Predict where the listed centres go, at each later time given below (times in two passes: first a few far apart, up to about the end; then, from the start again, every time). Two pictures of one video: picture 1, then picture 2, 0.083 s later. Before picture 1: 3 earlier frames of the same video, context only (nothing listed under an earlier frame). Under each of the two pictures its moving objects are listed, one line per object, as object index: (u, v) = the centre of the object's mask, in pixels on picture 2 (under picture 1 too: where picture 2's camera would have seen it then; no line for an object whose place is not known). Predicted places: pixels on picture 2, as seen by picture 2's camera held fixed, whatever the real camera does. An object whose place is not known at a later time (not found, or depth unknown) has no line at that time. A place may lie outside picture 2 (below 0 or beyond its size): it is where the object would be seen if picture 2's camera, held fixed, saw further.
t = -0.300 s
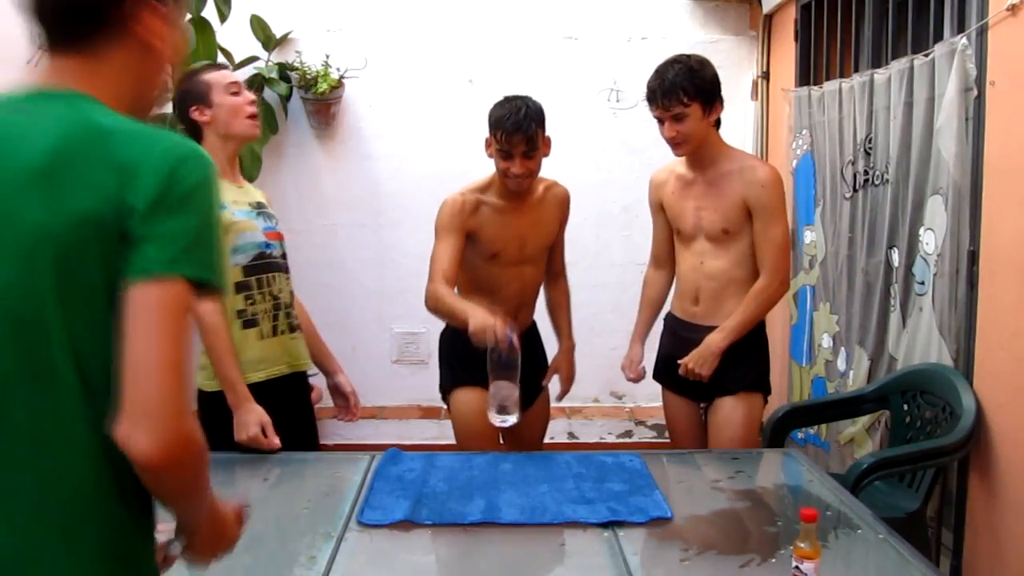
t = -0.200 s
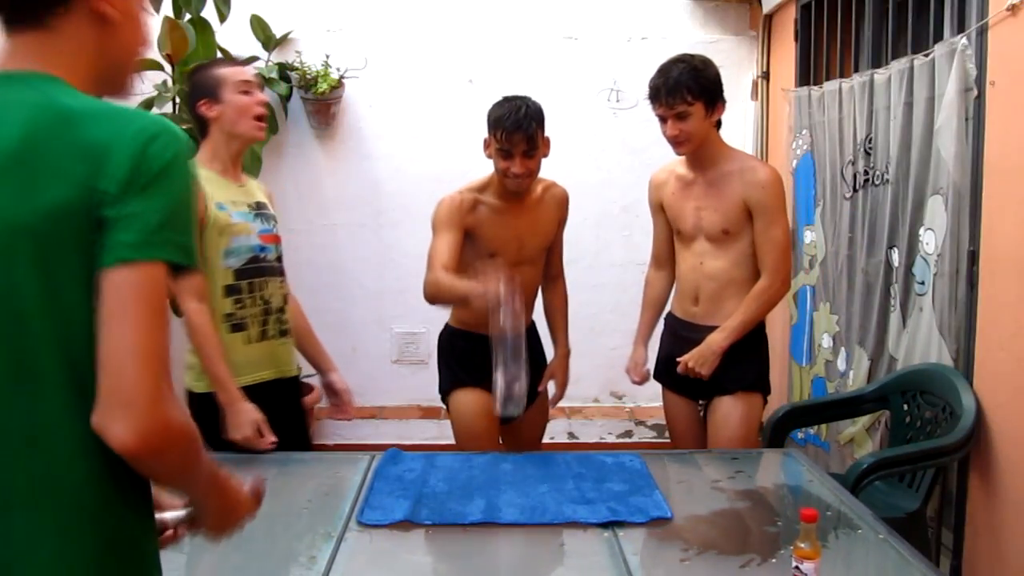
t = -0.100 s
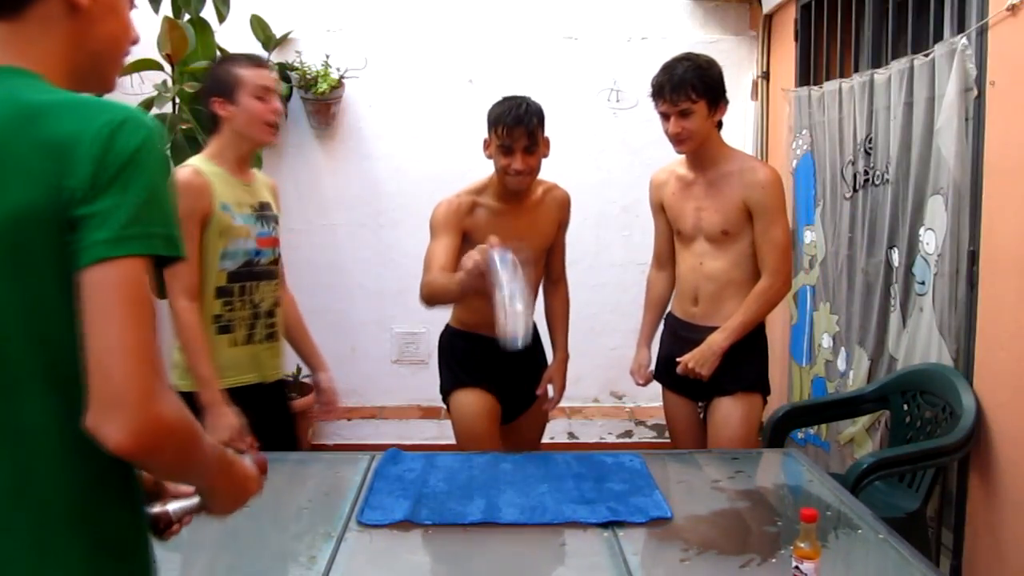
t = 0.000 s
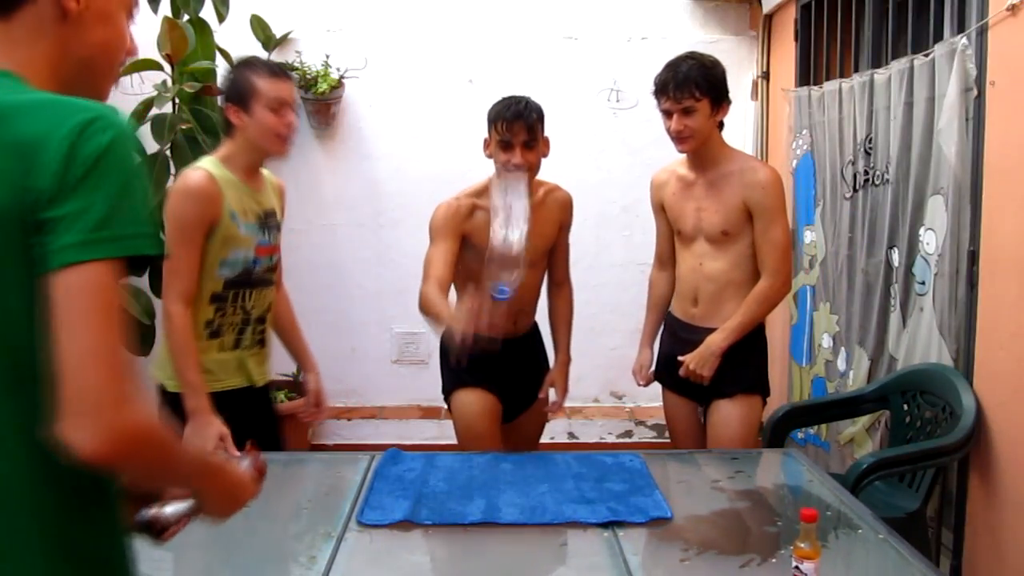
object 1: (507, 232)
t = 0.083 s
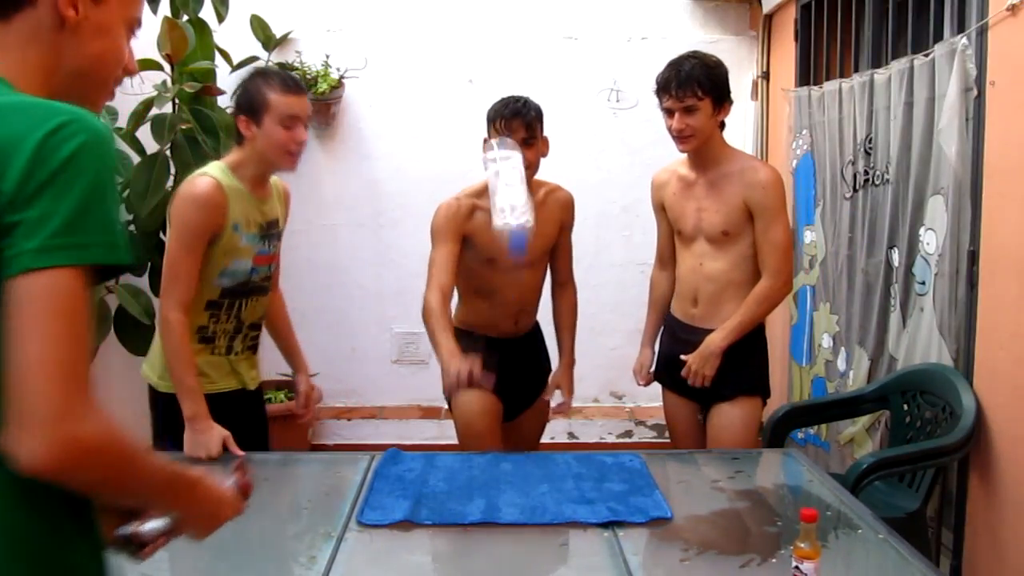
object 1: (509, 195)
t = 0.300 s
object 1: (500, 258)
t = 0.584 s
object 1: (498, 473)
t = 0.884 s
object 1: (506, 503)
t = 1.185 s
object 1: (518, 504)
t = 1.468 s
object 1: (530, 504)
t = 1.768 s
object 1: (533, 504)
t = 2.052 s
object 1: (533, 505)
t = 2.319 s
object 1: (533, 505)
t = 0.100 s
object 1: (508, 192)
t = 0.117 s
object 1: (508, 183)
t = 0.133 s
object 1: (508, 182)
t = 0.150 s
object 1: (507, 180)
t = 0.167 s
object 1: (506, 180)
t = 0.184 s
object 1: (505, 184)
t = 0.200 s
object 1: (503, 189)
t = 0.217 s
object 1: (506, 196)
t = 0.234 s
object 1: (502, 211)
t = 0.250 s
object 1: (503, 215)
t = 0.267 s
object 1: (501, 230)
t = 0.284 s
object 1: (501, 239)
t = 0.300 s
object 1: (500, 258)
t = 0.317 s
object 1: (500, 270)
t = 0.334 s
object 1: (500, 292)
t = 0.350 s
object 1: (500, 305)
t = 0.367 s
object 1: (500, 323)
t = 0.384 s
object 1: (499, 344)
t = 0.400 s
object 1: (499, 366)
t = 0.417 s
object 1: (499, 389)
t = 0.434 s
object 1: (498, 413)
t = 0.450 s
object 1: (498, 436)
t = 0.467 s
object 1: (499, 438)
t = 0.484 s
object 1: (499, 447)
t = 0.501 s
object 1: (499, 448)
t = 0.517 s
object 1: (499, 452)
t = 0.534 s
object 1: (499, 452)
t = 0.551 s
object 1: (498, 459)
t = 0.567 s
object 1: (499, 461)
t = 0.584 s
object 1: (498, 473)
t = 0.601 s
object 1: (498, 486)
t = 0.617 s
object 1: (498, 492)
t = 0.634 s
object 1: (498, 499)
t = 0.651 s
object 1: (498, 499)
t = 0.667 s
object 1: (499, 501)
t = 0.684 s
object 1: (499, 502)
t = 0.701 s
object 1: (499, 502)
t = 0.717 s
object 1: (499, 503)
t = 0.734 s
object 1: (499, 502)
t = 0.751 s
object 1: (499, 503)
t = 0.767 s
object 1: (500, 503)
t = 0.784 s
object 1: (501, 503)
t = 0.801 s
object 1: (502, 503)
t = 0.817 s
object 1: (502, 503)
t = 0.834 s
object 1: (503, 503)
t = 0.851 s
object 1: (504, 503)
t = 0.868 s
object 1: (505, 504)
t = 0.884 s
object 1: (506, 503)
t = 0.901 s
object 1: (507, 504)
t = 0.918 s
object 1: (507, 504)
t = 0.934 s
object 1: (508, 504)
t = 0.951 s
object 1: (509, 503)
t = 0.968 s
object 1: (509, 504)
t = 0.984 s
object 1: (510, 504)
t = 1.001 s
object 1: (511, 504)
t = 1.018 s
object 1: (511, 503)
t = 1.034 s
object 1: (512, 504)
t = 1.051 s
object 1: (513, 503)
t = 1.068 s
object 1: (513, 504)
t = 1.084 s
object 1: (514, 504)
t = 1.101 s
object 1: (515, 504)
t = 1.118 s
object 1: (515, 503)
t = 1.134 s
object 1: (516, 504)
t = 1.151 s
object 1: (517, 504)
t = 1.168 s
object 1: (518, 504)
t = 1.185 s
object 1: (518, 504)
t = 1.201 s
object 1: (519, 504)
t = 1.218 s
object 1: (519, 504)
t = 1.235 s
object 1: (520, 504)
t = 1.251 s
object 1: (521, 504)
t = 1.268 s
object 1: (522, 504)
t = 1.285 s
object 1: (522, 504)
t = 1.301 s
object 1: (523, 504)
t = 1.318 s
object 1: (524, 504)
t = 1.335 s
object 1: (525, 504)
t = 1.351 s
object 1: (526, 504)
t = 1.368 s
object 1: (526, 504)
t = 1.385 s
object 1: (527, 504)
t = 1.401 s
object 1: (528, 504)
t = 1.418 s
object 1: (528, 504)
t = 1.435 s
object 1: (529, 504)
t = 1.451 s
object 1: (529, 504)
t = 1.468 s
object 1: (530, 504)
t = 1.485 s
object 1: (530, 504)
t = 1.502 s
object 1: (530, 504)
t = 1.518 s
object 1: (531, 504)
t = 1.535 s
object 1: (531, 504)
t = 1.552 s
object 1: (532, 504)
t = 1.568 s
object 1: (532, 504)
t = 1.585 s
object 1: (532, 504)
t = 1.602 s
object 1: (533, 505)
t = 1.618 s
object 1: (533, 505)
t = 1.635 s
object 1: (533, 504)
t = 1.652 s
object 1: (533, 504)
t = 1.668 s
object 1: (533, 505)
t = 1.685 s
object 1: (533, 504)
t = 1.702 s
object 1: (533, 504)
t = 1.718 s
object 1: (533, 504)
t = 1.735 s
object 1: (533, 504)
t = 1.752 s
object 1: (533, 504)
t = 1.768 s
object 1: (533, 504)
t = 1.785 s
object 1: (533, 504)
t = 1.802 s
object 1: (533, 504)
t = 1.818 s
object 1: (533, 504)
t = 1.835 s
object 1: (533, 504)
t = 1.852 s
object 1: (533, 504)
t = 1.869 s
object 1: (533, 504)
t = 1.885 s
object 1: (533, 504)
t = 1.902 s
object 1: (533, 504)
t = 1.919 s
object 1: (533, 505)
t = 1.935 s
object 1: (533, 505)
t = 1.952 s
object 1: (533, 505)
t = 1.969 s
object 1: (533, 505)
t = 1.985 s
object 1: (533, 505)
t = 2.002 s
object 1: (533, 505)
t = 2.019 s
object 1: (533, 505)
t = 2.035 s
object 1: (533, 505)
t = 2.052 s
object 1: (533, 505)
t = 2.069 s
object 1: (533, 505)
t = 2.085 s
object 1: (533, 505)
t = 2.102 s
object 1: (533, 505)
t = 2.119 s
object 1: (533, 505)
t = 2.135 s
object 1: (533, 505)
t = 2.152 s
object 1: (533, 505)
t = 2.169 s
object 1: (533, 505)
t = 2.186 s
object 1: (533, 505)
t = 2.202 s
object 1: (533, 505)
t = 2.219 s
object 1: (533, 505)
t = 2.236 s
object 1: (533, 505)
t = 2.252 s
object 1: (533, 504)
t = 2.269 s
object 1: (533, 505)
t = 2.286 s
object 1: (533, 505)
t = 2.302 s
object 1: (533, 505)
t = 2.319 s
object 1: (533, 505)
